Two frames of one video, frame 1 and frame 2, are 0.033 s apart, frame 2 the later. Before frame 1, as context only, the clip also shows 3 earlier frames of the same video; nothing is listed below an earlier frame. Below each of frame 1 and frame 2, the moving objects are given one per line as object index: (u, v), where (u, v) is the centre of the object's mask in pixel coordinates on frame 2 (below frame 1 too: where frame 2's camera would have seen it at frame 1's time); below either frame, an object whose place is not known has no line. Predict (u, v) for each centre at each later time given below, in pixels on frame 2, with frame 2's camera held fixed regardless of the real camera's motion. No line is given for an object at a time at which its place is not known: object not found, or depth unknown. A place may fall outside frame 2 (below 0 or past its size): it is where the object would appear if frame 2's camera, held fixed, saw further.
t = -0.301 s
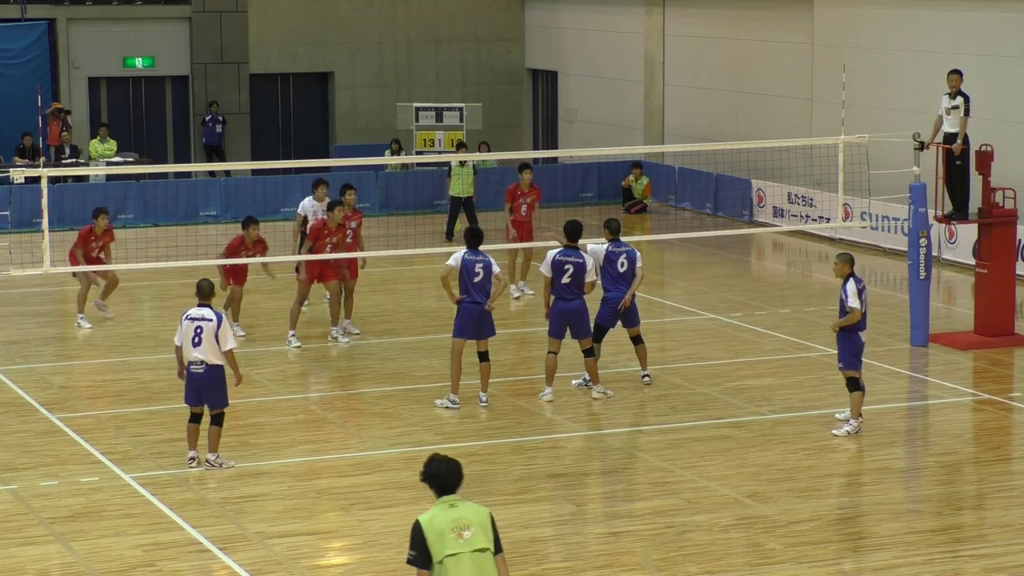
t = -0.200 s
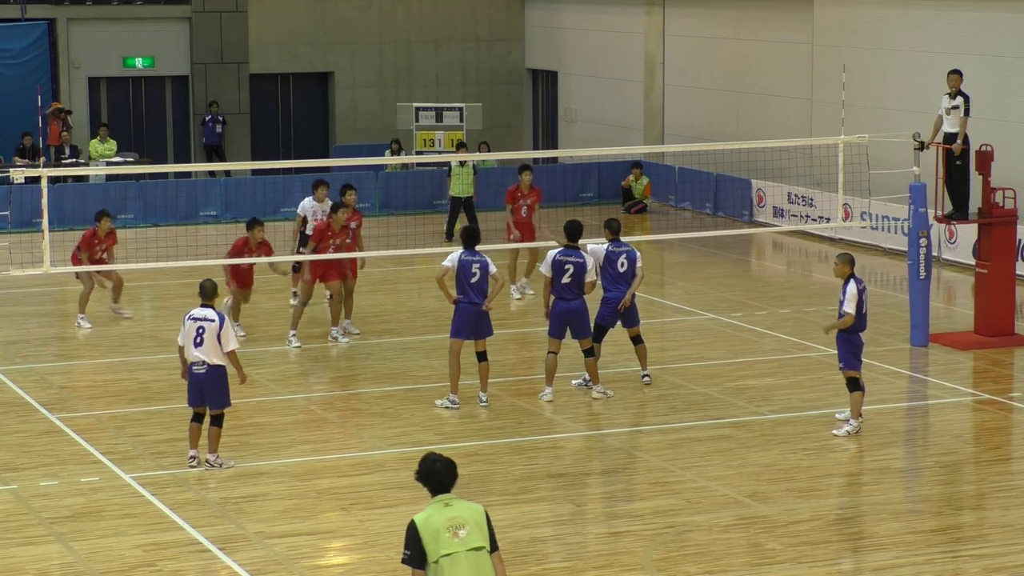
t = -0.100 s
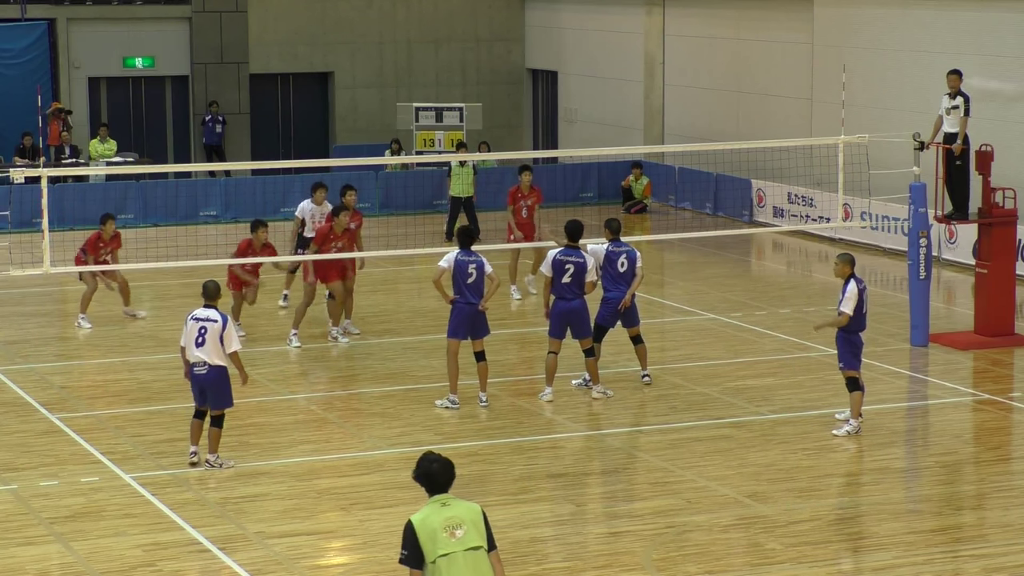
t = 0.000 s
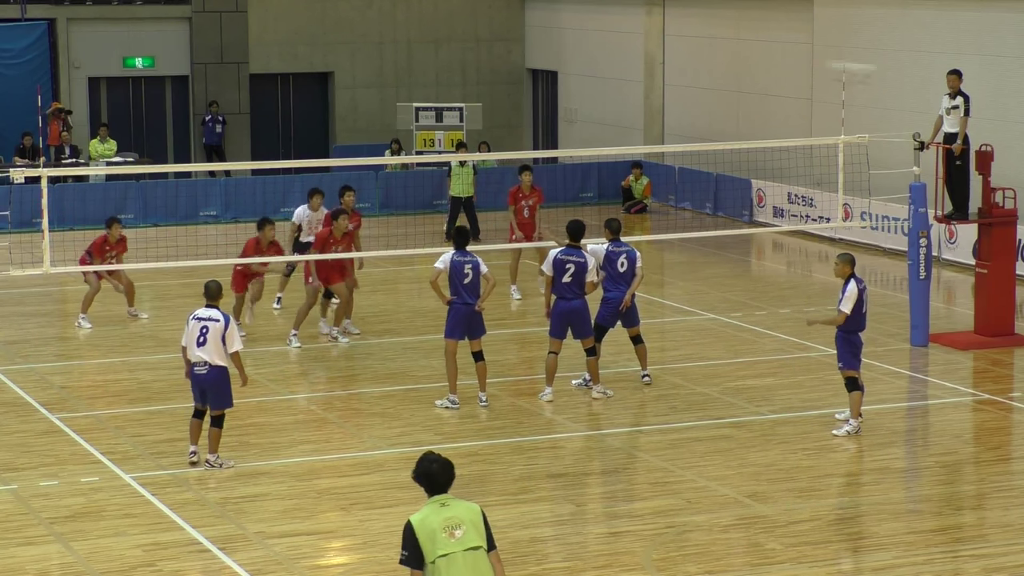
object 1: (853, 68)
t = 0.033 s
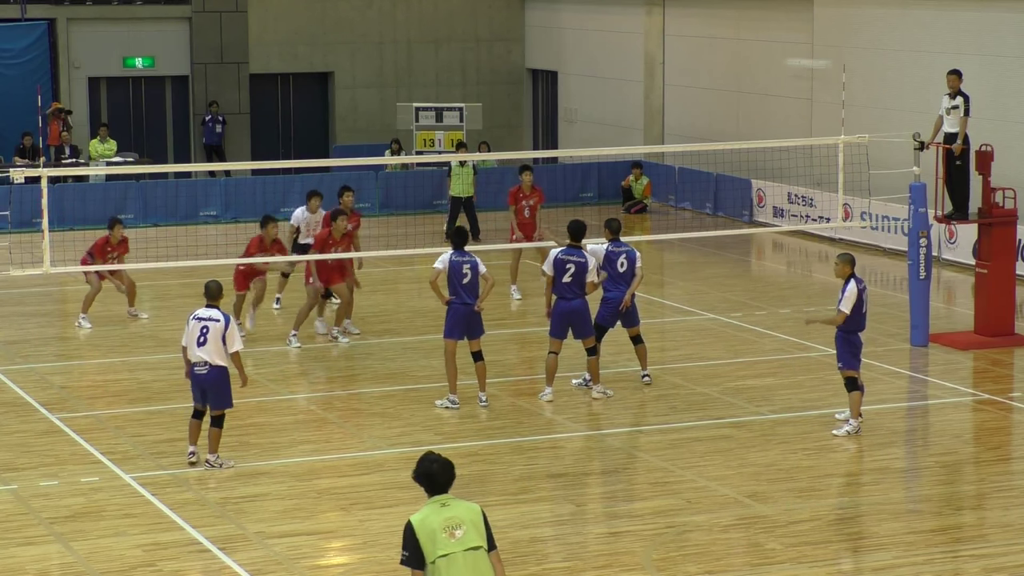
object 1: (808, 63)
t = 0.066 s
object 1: (764, 64)
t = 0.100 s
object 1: (724, 64)
